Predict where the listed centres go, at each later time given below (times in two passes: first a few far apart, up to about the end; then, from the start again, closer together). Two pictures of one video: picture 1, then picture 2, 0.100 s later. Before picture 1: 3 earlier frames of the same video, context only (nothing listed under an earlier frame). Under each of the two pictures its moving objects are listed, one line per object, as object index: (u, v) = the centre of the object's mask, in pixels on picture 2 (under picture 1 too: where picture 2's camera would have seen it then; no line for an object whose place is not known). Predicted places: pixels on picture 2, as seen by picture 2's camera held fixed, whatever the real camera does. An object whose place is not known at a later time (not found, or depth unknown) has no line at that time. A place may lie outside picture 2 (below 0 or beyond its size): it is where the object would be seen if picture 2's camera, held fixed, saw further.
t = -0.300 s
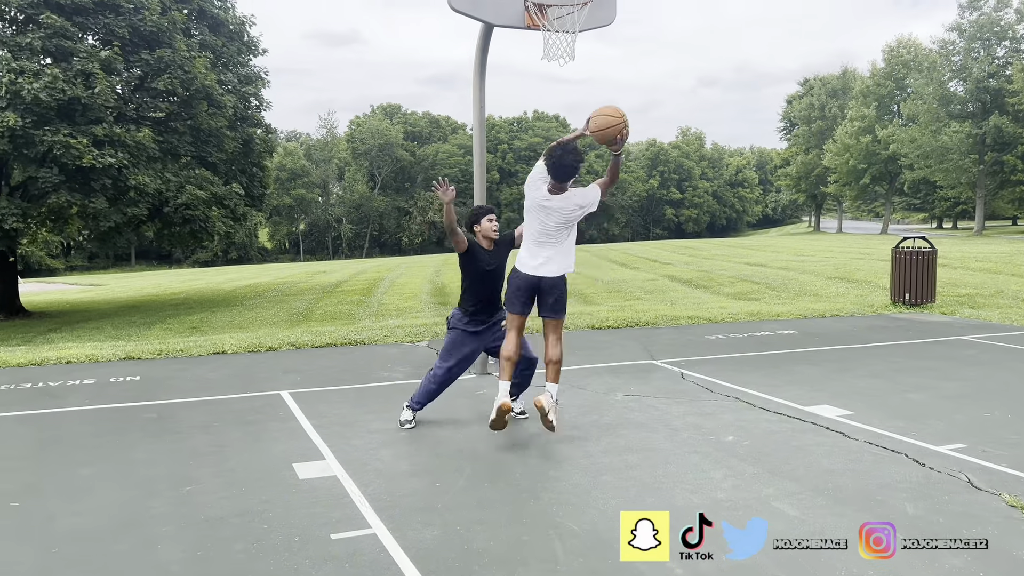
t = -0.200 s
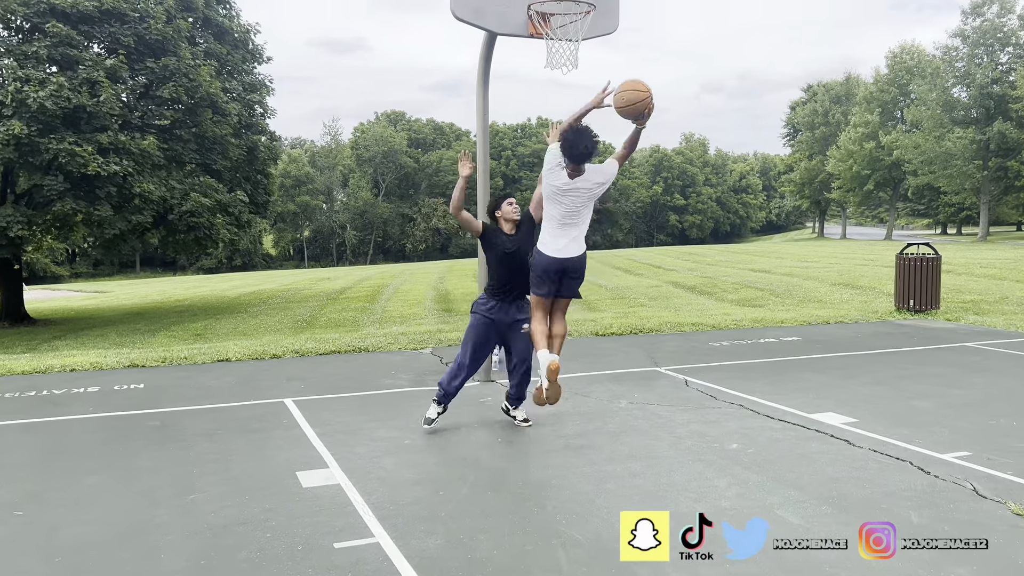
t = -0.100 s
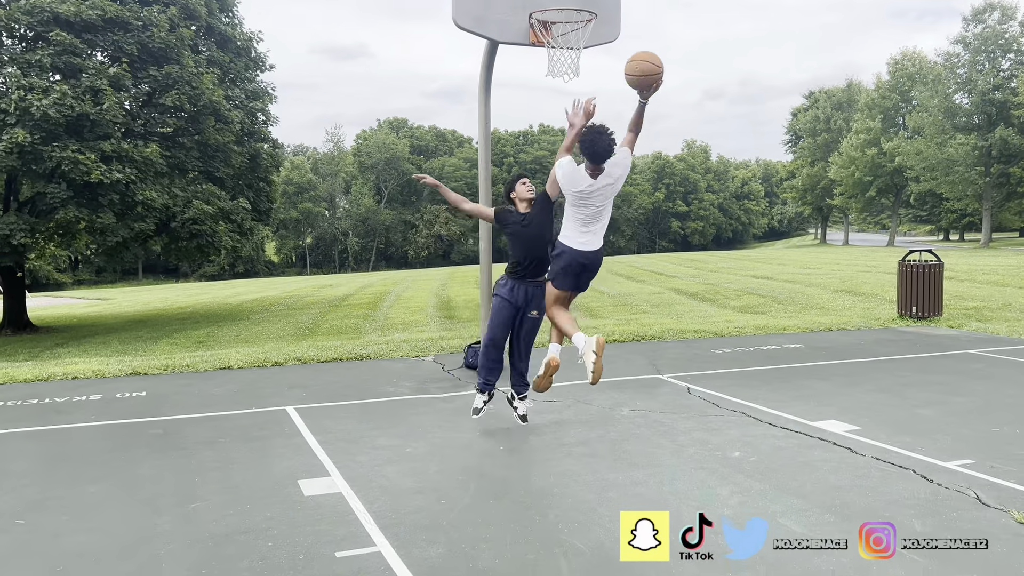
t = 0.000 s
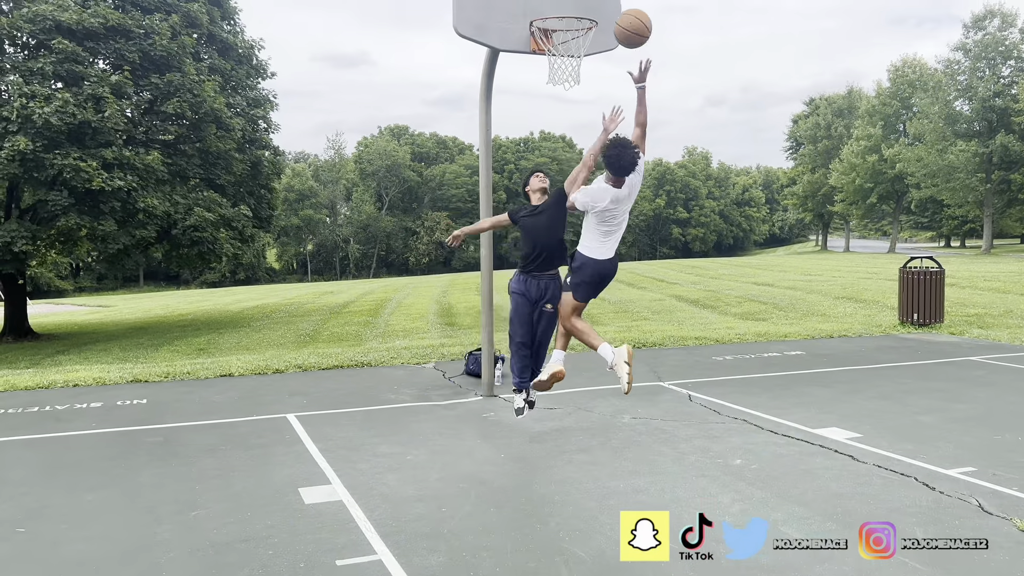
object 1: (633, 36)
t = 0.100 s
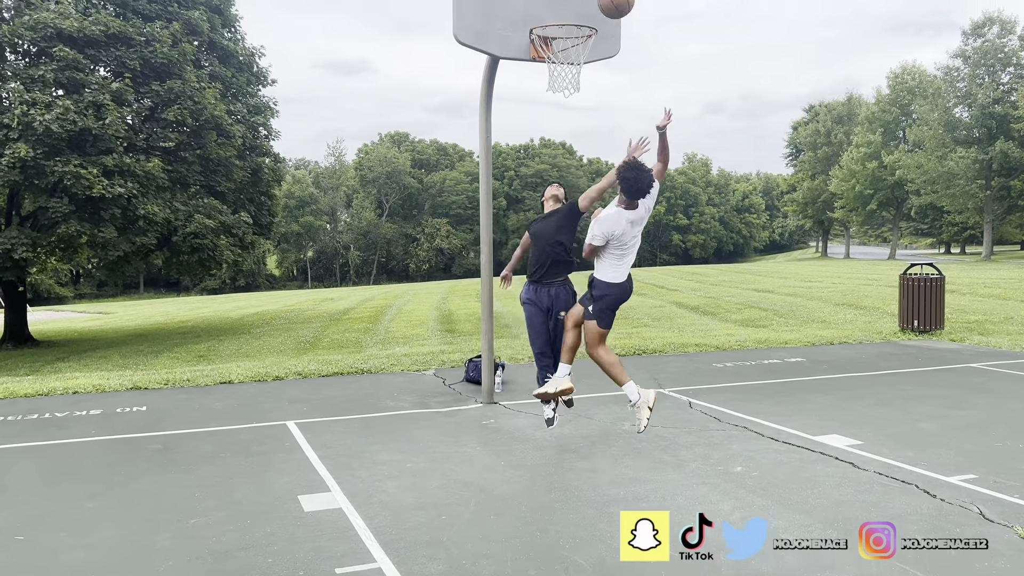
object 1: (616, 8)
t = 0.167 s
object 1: (605, -1)
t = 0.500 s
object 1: (560, 12)
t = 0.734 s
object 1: (574, 3)
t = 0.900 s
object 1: (591, 25)
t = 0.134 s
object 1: (610, 3)
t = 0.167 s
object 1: (605, -1)
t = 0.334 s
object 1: (582, -10)
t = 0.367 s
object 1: (577, -9)
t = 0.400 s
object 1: (573, -7)
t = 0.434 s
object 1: (568, -2)
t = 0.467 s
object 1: (564, 5)
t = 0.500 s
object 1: (560, 12)
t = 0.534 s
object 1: (556, 18)
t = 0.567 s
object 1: (558, 16)
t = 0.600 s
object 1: (562, 12)
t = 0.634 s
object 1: (565, 9)
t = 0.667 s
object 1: (568, 6)
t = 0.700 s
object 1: (571, 4)
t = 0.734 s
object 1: (574, 3)
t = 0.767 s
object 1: (577, 4)
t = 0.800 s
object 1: (580, 7)
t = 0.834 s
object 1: (584, 11)
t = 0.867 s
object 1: (587, 17)
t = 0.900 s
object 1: (591, 25)
